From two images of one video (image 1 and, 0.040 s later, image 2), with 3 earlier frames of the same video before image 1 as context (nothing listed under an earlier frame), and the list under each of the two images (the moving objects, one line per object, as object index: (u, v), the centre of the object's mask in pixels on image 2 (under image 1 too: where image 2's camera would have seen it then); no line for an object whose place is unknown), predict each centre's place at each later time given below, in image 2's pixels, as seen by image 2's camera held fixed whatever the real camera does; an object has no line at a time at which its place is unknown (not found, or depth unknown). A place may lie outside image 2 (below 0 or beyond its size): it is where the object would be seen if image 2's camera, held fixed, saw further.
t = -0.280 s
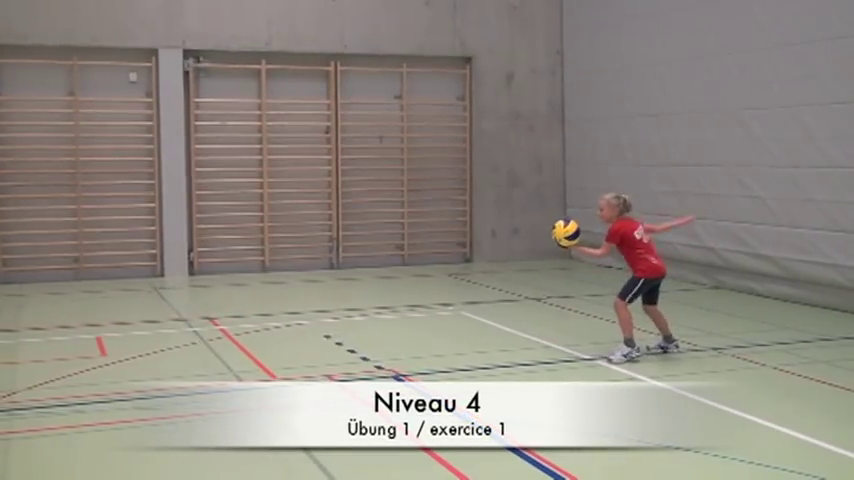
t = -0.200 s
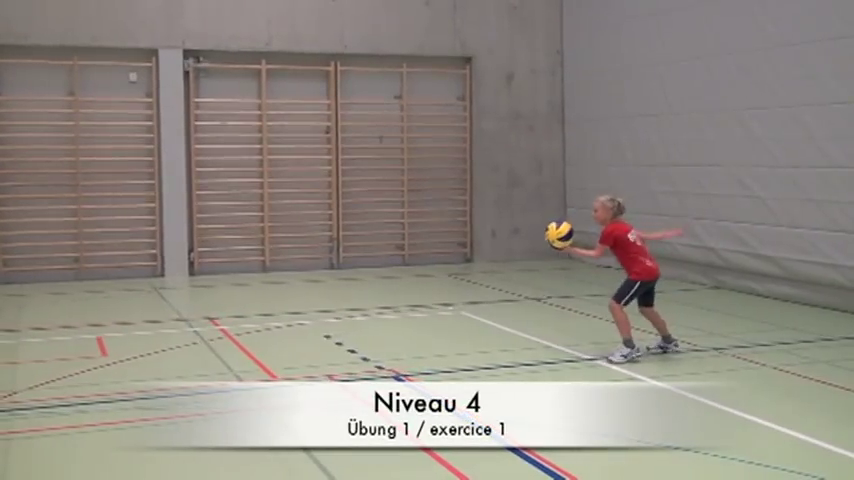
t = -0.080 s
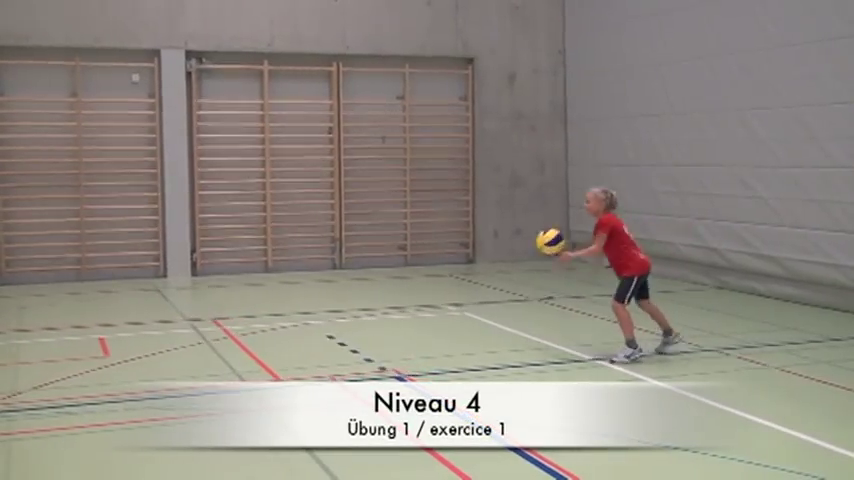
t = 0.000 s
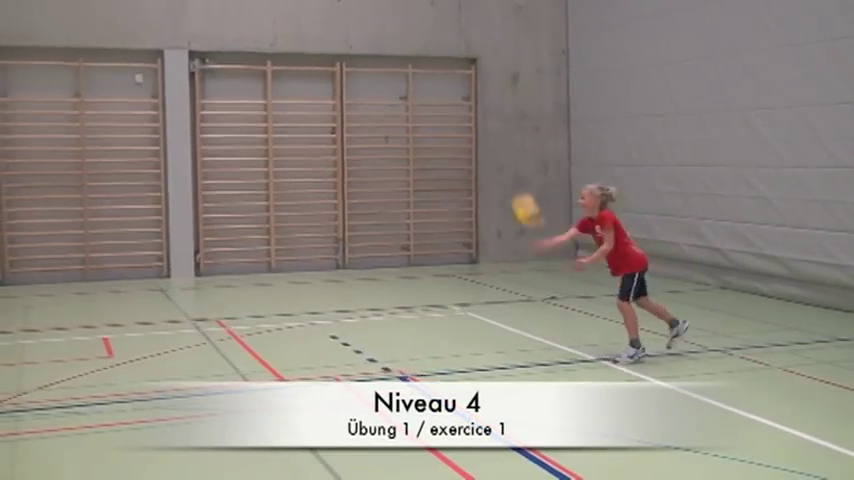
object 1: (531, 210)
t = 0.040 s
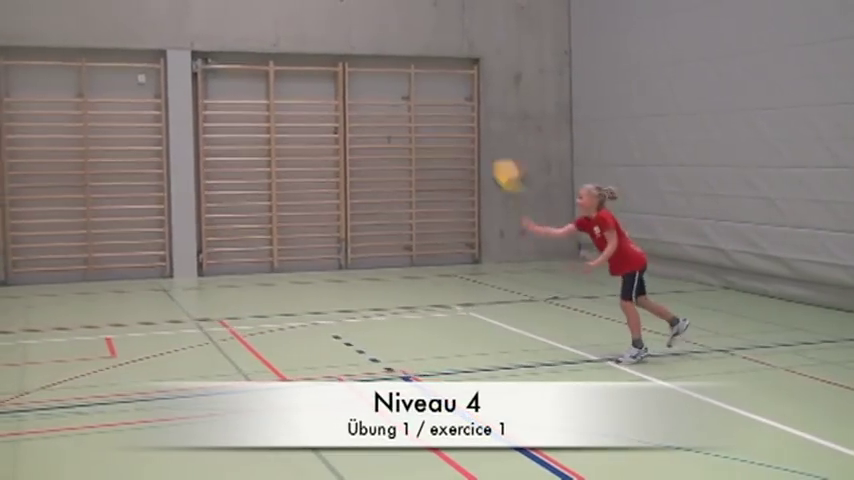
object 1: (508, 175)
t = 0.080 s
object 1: (486, 143)
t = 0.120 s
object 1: (463, 112)
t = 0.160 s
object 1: (439, 82)
